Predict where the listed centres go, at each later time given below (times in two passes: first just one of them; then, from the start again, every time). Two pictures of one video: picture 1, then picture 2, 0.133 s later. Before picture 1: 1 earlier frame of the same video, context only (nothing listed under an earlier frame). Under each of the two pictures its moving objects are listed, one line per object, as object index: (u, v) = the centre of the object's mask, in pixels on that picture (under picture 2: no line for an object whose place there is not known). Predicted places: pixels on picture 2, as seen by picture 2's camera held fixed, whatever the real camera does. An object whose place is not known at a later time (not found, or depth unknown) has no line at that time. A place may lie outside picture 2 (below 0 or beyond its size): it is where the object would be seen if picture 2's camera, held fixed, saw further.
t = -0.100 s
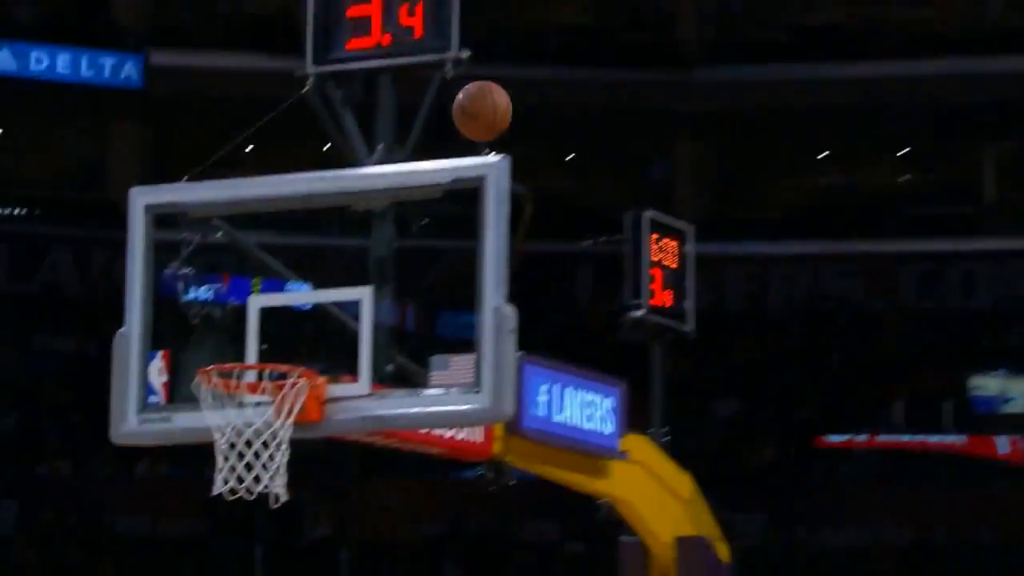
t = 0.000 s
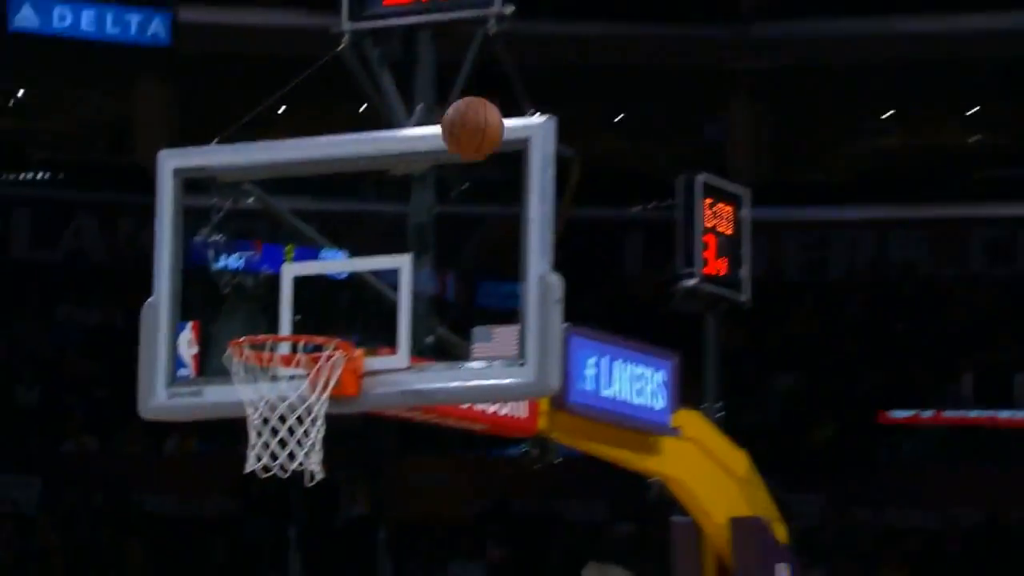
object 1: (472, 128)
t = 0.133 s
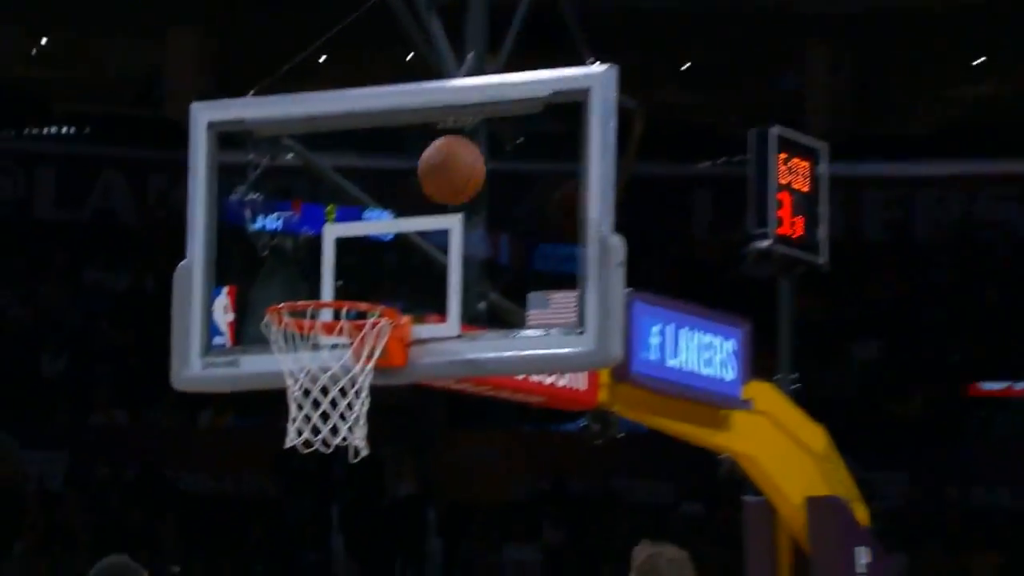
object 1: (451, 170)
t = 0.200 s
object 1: (417, 224)
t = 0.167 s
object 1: (435, 197)
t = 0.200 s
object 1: (417, 224)
